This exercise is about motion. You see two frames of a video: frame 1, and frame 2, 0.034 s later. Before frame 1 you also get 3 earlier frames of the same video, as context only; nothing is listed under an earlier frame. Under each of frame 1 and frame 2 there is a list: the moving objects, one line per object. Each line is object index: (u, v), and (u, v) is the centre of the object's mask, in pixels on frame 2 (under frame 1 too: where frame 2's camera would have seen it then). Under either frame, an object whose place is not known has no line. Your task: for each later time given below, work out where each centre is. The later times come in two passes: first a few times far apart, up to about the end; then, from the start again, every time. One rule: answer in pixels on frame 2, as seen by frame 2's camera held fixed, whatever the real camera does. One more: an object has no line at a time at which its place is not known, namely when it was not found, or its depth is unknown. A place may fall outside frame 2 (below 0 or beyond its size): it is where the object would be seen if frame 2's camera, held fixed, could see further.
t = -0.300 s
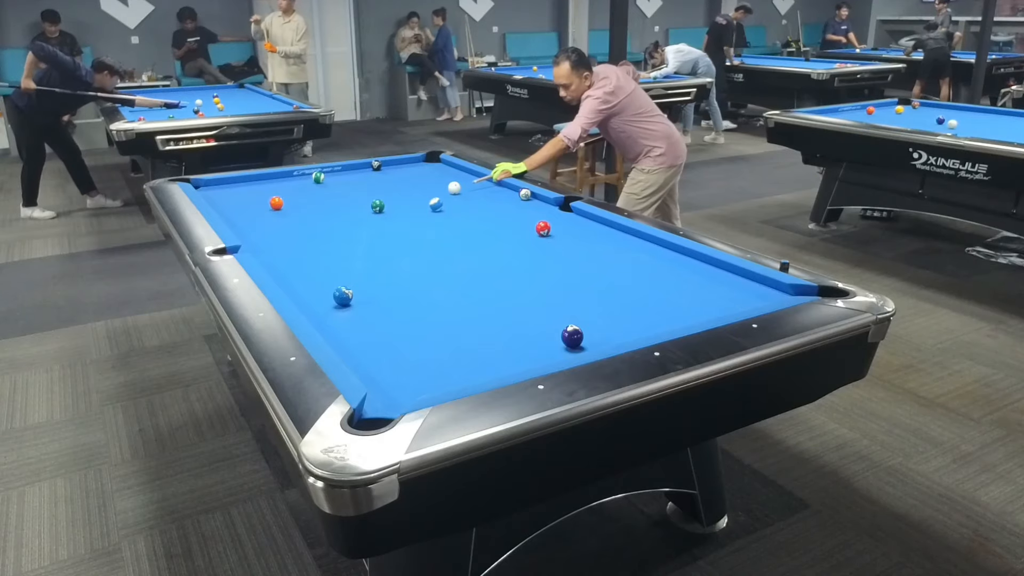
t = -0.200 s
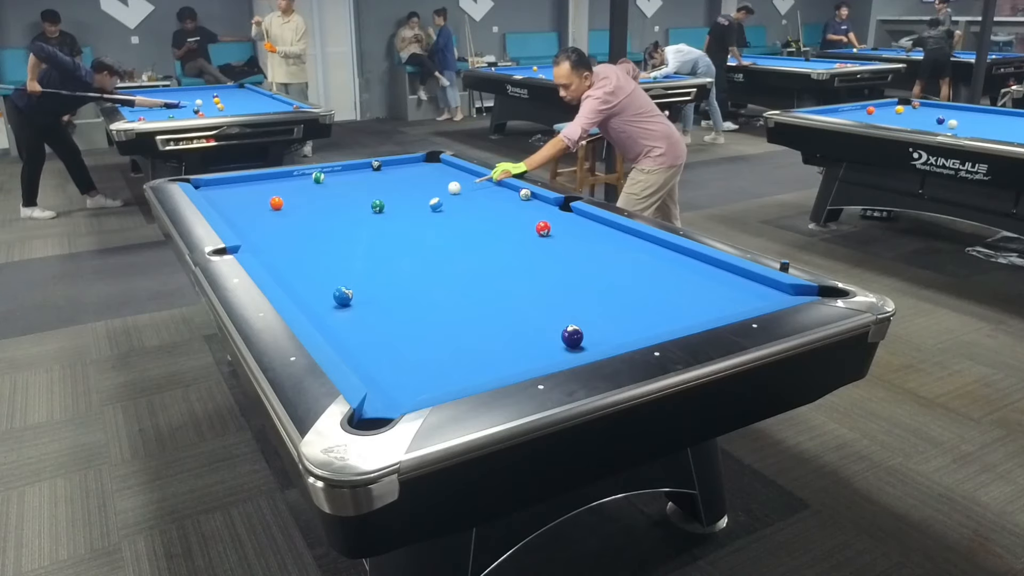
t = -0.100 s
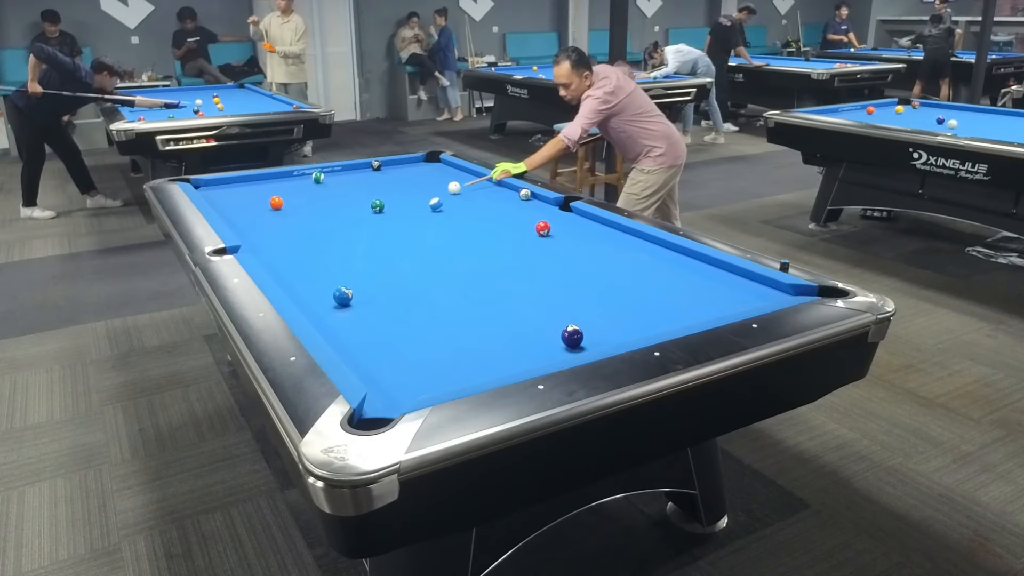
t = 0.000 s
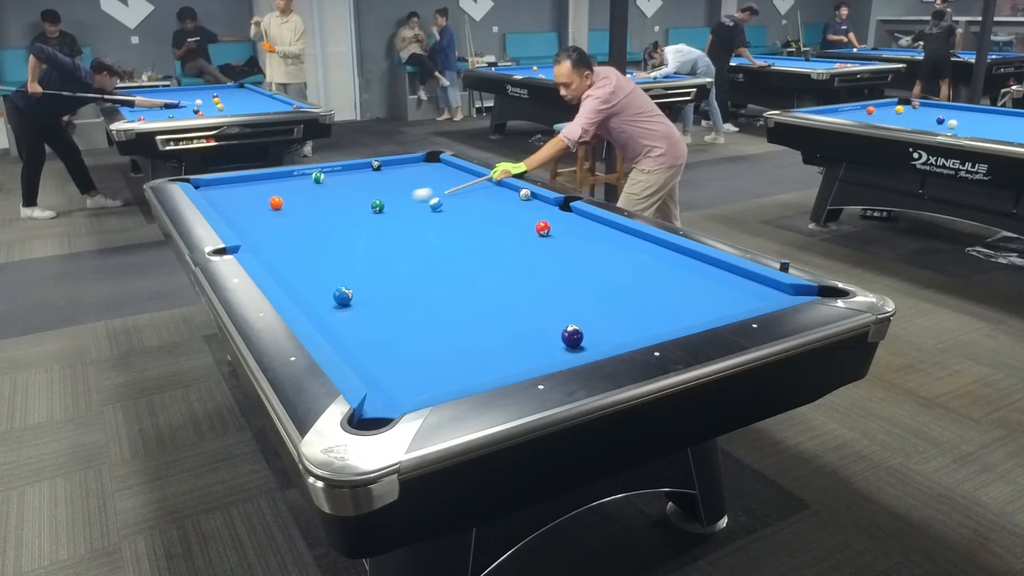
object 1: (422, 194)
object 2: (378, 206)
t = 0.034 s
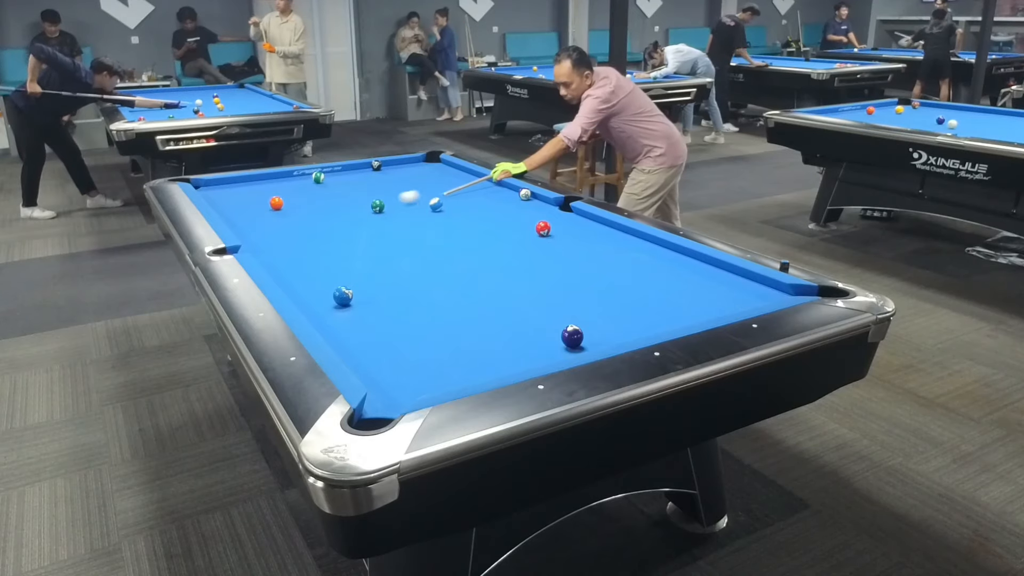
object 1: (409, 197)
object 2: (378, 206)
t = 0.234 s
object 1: (366, 202)
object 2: (347, 219)
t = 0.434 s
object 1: (340, 201)
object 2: (308, 234)
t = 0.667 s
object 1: (312, 200)
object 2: (257, 253)
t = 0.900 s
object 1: (287, 199)
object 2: (256, 250)
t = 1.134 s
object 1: (260, 199)
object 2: (279, 251)
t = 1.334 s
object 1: (239, 198)
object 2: (299, 251)
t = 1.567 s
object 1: (217, 198)
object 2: (321, 251)
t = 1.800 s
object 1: (210, 196)
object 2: (341, 251)
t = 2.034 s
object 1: (217, 194)
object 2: (360, 252)
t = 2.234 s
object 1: (223, 192)
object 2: (375, 252)
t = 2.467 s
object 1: (229, 190)
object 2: (392, 252)
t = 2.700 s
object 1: (234, 188)
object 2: (406, 253)
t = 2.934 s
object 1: (239, 187)
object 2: (420, 253)
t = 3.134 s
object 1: (242, 186)
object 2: (430, 253)
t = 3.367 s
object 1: (246, 185)
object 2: (441, 253)
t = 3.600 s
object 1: (248, 184)
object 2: (450, 253)
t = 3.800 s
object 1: (250, 184)
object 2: (457, 253)
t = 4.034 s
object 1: (251, 183)
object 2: (463, 253)
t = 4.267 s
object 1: (251, 183)
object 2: (468, 253)
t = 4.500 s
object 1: (251, 183)
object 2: (471, 253)
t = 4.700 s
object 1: (251, 183)
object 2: (473, 253)
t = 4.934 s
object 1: (251, 183)
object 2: (473, 253)
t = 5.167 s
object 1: (251, 183)
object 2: (473, 253)
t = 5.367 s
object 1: (251, 183)
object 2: (473, 253)
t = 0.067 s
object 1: (396, 199)
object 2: (378, 206)
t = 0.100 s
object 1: (386, 201)
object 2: (376, 207)
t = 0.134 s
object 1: (379, 202)
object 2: (369, 210)
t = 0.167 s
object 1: (375, 202)
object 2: (361, 213)
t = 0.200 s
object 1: (370, 202)
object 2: (354, 216)
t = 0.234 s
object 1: (366, 202)
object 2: (347, 219)
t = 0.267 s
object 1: (362, 202)
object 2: (340, 222)
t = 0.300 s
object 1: (357, 201)
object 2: (333, 224)
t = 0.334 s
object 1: (353, 201)
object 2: (327, 226)
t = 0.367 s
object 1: (349, 201)
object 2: (321, 229)
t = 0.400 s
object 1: (345, 201)
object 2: (314, 232)
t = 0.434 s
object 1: (340, 201)
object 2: (308, 234)
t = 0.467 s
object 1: (336, 201)
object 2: (301, 236)
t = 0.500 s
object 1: (332, 201)
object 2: (293, 240)
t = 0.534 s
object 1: (328, 201)
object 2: (286, 243)
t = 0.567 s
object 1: (324, 201)
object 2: (279, 245)
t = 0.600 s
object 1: (320, 200)
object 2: (272, 248)
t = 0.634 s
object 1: (316, 200)
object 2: (265, 250)
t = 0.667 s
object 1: (312, 200)
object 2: (257, 253)
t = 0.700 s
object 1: (308, 200)
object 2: (253, 252)
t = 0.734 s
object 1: (304, 200)
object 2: (250, 251)
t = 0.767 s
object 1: (300, 200)
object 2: (248, 249)
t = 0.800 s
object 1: (296, 200)
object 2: (246, 248)
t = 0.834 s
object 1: (293, 200)
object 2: (248, 248)
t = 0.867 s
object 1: (289, 199)
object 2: (252, 249)
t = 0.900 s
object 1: (287, 199)
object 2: (256, 250)
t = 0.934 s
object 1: (283, 198)
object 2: (259, 250)
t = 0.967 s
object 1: (279, 196)
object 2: (262, 250)
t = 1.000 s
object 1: (273, 196)
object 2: (266, 250)
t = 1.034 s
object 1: (269, 197)
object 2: (269, 250)
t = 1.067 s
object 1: (266, 198)
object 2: (273, 250)
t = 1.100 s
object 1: (263, 199)
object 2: (276, 250)
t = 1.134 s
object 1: (260, 199)
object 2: (279, 251)
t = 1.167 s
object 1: (256, 199)
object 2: (283, 251)
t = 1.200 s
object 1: (253, 199)
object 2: (286, 251)
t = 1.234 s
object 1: (249, 199)
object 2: (289, 251)
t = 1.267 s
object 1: (246, 199)
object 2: (293, 251)
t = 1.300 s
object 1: (243, 198)
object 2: (296, 251)
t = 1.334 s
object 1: (239, 198)
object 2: (299, 251)
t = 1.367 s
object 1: (236, 198)
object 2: (302, 251)
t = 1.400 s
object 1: (233, 198)
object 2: (305, 251)
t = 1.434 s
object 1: (230, 198)
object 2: (308, 251)
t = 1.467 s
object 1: (226, 198)
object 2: (312, 251)
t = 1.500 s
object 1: (223, 198)
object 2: (315, 251)
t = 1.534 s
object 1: (220, 198)
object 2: (318, 251)
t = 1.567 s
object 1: (217, 198)
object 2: (321, 251)
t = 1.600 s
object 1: (214, 198)
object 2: (324, 251)
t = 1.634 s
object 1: (211, 197)
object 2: (327, 251)
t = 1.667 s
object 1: (209, 197)
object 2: (330, 251)
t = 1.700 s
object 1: (208, 196)
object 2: (333, 251)
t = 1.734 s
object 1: (208, 196)
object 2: (336, 251)
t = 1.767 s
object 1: (209, 196)
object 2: (338, 252)
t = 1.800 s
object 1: (210, 196)
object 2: (341, 251)
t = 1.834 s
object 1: (211, 196)
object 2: (344, 252)
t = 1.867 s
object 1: (212, 195)
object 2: (347, 252)
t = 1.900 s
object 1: (213, 195)
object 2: (349, 252)
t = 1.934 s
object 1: (214, 195)
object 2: (352, 252)
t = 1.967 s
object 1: (215, 195)
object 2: (355, 252)
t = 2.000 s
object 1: (216, 194)
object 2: (358, 252)
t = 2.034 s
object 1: (217, 194)
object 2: (360, 252)
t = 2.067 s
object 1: (218, 193)
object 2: (363, 252)
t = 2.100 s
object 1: (219, 193)
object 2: (365, 252)
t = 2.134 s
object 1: (220, 193)
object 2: (368, 252)
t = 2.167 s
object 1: (221, 192)
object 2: (370, 252)
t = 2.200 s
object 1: (222, 192)
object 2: (373, 252)
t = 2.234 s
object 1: (223, 192)
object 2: (375, 252)
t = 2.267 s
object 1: (224, 191)
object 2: (378, 252)
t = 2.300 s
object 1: (225, 191)
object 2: (380, 252)
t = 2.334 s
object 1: (226, 191)
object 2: (383, 252)
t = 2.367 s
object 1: (227, 191)
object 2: (385, 252)
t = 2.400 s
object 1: (227, 190)
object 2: (387, 252)
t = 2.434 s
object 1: (228, 190)
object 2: (389, 252)
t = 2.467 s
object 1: (229, 190)
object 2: (392, 252)
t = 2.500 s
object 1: (230, 189)
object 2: (394, 252)
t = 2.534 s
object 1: (231, 189)
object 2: (396, 253)
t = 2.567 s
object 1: (232, 189)
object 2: (398, 253)
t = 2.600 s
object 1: (232, 189)
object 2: (400, 253)
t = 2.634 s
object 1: (233, 189)
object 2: (402, 253)
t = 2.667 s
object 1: (234, 188)
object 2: (405, 253)
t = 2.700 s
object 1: (234, 188)
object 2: (406, 253)
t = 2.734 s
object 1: (235, 188)
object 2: (408, 253)
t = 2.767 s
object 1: (236, 188)
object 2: (410, 253)
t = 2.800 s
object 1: (237, 187)
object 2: (412, 253)
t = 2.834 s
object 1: (237, 187)
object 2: (414, 253)
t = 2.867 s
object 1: (238, 187)
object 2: (416, 253)
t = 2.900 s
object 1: (238, 187)
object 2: (418, 253)
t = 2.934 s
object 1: (239, 187)
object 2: (420, 253)
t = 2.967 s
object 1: (239, 187)
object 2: (422, 253)
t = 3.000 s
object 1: (240, 186)
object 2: (424, 253)
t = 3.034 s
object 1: (241, 186)
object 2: (425, 253)
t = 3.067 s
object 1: (241, 186)
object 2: (427, 253)
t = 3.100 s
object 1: (242, 186)
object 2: (429, 253)
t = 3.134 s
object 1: (242, 186)
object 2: (430, 253)
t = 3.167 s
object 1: (243, 185)
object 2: (432, 253)
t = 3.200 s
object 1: (243, 185)
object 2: (434, 253)
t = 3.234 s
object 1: (244, 185)
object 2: (435, 253)
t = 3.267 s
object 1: (244, 185)
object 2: (437, 253)
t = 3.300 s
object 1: (245, 185)
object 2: (438, 253)
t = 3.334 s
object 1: (245, 185)
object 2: (440, 253)
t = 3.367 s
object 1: (246, 185)
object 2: (441, 253)
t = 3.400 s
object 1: (246, 184)
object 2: (442, 253)
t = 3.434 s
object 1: (246, 184)
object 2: (444, 253)
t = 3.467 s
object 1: (247, 184)
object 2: (445, 253)
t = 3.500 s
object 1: (247, 184)
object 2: (447, 253)
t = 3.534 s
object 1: (247, 184)
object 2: (448, 253)
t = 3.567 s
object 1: (248, 184)
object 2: (449, 253)
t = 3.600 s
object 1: (248, 184)
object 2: (450, 253)
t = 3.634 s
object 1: (248, 184)
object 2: (452, 253)
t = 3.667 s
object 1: (249, 184)
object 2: (453, 253)
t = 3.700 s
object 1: (249, 184)
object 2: (454, 253)
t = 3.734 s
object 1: (249, 184)
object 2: (455, 253)
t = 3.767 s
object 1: (250, 184)
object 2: (456, 253)
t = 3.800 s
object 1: (250, 184)
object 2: (457, 253)
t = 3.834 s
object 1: (250, 184)
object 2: (458, 253)
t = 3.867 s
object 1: (250, 184)
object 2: (459, 253)
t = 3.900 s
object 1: (250, 183)
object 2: (460, 253)
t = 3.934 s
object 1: (250, 183)
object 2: (461, 253)
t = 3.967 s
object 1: (251, 183)
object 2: (462, 253)
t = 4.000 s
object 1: (251, 183)
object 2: (462, 253)
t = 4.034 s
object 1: (251, 183)
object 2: (463, 253)
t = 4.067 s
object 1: (251, 183)
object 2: (464, 253)
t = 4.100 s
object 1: (251, 183)
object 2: (465, 253)
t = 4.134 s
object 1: (251, 183)
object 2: (466, 253)
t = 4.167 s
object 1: (251, 183)
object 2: (466, 253)
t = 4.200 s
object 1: (251, 183)
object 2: (467, 253)
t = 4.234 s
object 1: (251, 183)
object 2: (468, 253)
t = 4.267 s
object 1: (251, 183)
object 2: (468, 253)
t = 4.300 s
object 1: (251, 183)
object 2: (469, 253)
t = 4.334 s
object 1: (251, 183)
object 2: (469, 253)
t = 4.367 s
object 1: (251, 183)
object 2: (470, 253)
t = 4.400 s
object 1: (251, 183)
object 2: (470, 253)
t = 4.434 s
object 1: (251, 183)
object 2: (471, 253)
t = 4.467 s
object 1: (251, 183)
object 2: (471, 253)
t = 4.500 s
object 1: (251, 183)
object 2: (471, 253)
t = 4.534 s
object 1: (251, 183)
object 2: (472, 253)
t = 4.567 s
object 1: (251, 183)
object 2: (472, 253)
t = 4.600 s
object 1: (251, 183)
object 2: (472, 253)
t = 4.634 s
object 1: (251, 183)
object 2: (473, 253)
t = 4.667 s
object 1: (251, 183)
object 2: (473, 253)
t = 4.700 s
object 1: (251, 183)
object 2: (473, 253)
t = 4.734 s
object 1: (251, 183)
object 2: (473, 253)
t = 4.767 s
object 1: (251, 183)
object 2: (473, 253)
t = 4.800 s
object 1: (251, 183)
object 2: (473, 253)
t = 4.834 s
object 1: (251, 183)
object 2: (473, 253)
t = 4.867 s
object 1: (251, 183)
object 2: (473, 253)
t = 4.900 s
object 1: (251, 183)
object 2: (473, 253)
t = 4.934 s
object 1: (251, 183)
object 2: (473, 253)
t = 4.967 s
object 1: (251, 183)
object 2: (473, 253)
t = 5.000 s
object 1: (251, 183)
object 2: (473, 253)
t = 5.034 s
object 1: (251, 183)
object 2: (473, 253)
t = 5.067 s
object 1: (251, 183)
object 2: (473, 253)
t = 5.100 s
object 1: (251, 183)
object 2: (473, 253)
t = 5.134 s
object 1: (251, 183)
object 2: (473, 253)
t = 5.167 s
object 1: (251, 183)
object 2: (473, 253)
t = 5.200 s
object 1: (251, 183)
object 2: (473, 253)
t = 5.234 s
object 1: (251, 183)
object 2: (473, 253)
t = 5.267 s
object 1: (251, 183)
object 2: (473, 253)
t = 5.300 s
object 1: (251, 183)
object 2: (473, 253)
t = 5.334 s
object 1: (251, 183)
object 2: (473, 253)
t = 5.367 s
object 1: (251, 183)
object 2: (473, 253)
